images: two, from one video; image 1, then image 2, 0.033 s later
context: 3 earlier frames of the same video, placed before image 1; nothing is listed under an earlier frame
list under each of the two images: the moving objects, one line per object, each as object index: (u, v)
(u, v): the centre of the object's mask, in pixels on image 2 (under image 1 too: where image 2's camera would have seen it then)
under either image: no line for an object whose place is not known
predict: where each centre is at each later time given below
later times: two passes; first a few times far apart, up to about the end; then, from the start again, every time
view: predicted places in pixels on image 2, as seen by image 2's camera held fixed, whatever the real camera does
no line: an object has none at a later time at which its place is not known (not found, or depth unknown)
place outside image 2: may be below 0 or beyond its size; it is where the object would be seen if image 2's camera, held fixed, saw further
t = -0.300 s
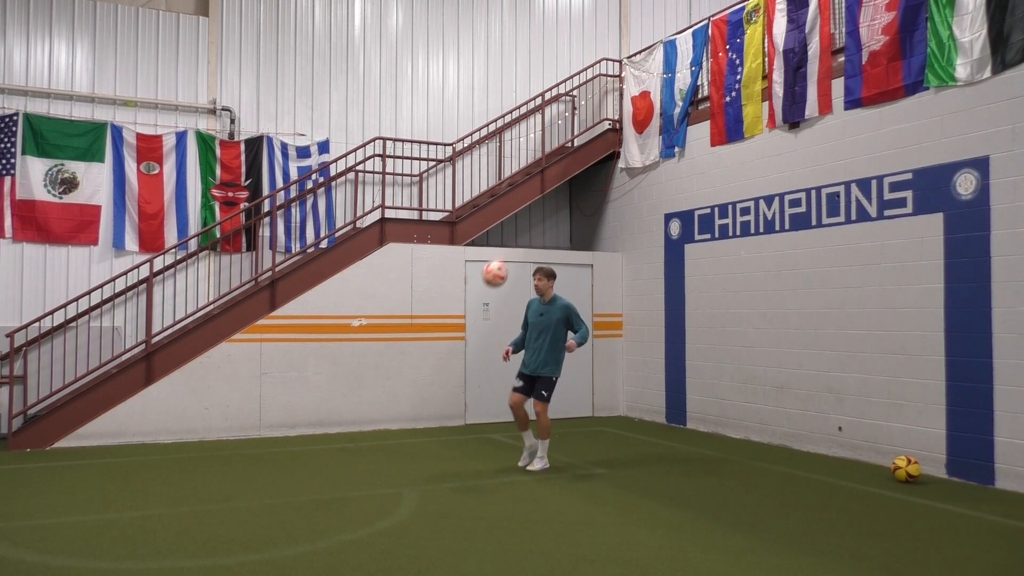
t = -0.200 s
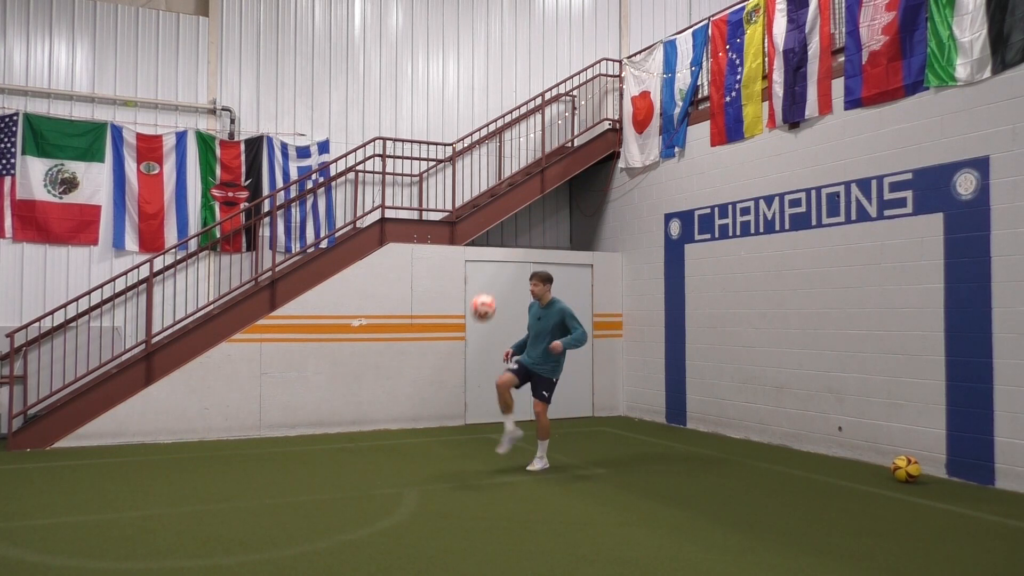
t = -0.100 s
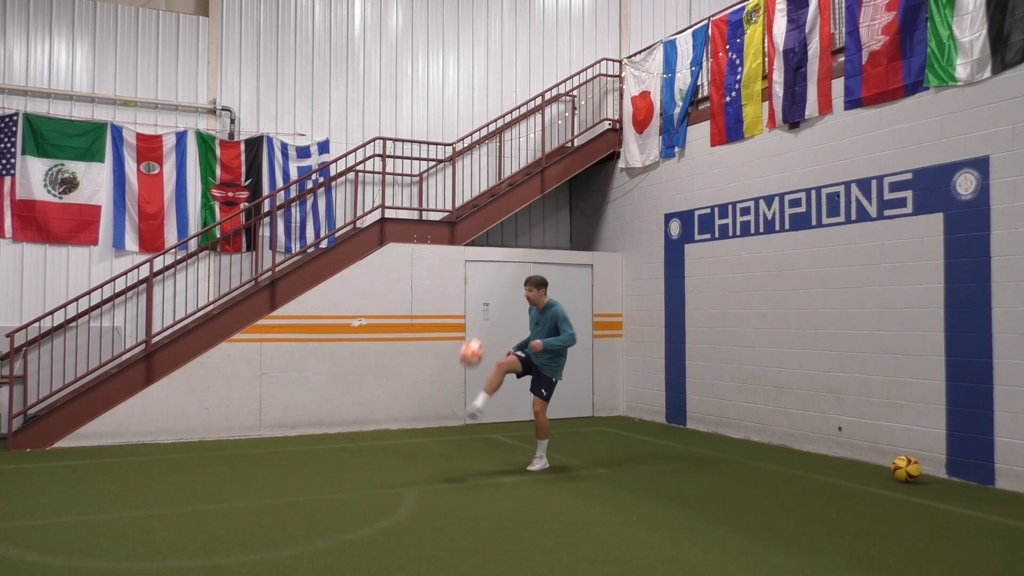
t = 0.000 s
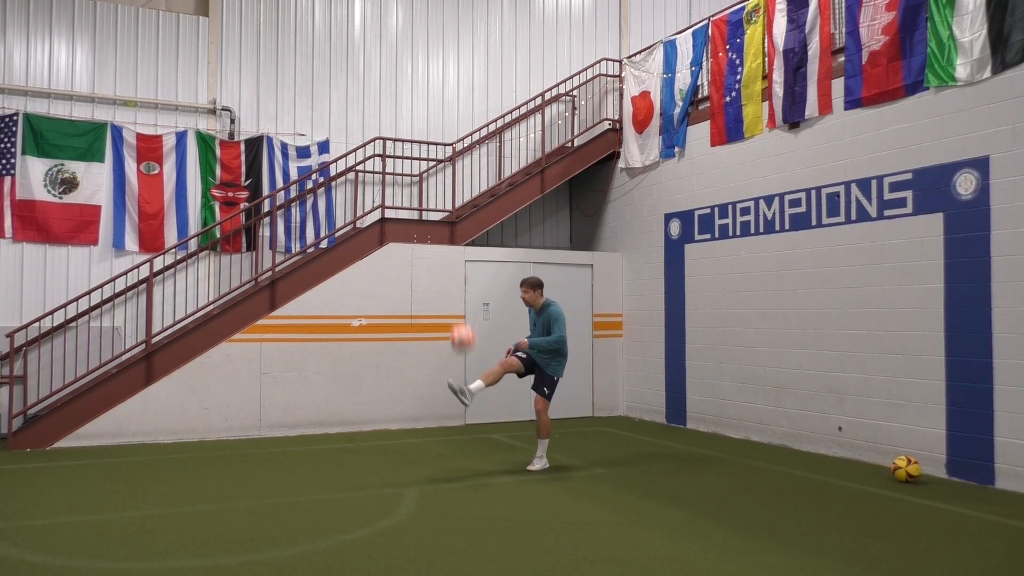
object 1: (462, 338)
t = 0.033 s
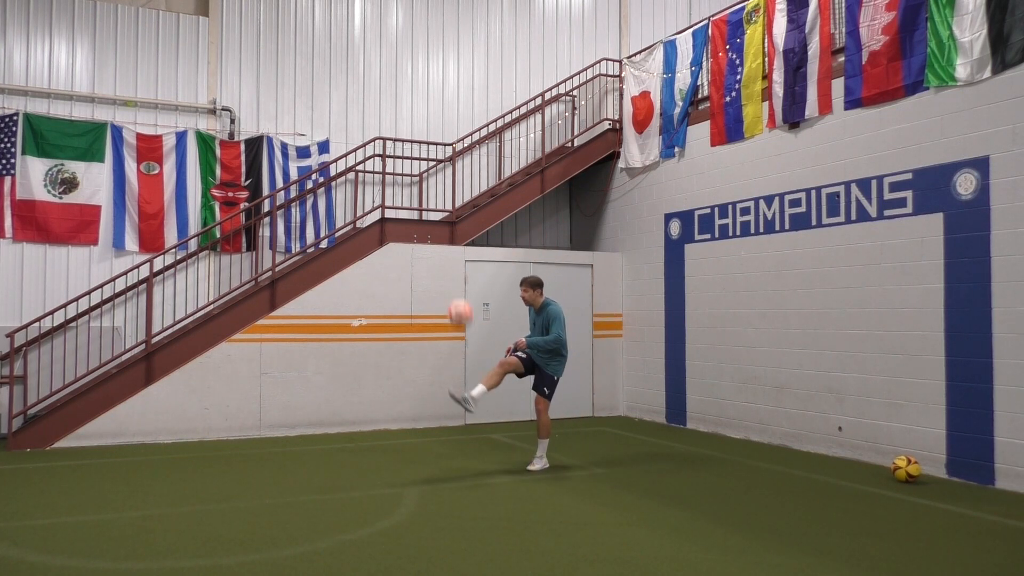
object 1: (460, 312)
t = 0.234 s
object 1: (446, 197)
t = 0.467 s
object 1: (433, 124)
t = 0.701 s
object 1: (420, 111)
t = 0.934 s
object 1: (406, 153)
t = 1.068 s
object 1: (399, 204)
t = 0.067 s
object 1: (458, 290)
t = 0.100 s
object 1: (455, 269)
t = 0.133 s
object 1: (453, 248)
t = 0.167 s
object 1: (451, 230)
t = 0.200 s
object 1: (449, 215)
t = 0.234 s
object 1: (446, 197)
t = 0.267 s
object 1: (445, 183)
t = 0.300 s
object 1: (443, 169)
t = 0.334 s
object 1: (440, 157)
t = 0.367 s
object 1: (438, 148)
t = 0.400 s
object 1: (437, 138)
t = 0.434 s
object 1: (434, 131)
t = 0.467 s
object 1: (433, 124)
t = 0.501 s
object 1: (431, 119)
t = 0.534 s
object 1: (429, 115)
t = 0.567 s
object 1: (427, 112)
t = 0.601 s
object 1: (425, 110)
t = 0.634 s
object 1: (423, 109)
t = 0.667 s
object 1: (421, 109)
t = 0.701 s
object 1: (420, 111)
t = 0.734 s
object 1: (418, 114)
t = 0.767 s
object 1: (415, 117)
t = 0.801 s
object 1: (414, 123)
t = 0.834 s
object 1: (412, 129)
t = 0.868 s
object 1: (410, 136)
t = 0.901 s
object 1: (408, 144)
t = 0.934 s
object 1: (406, 153)
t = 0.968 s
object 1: (404, 165)
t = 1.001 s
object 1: (402, 176)
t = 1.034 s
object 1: (400, 189)
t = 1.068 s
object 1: (399, 204)
